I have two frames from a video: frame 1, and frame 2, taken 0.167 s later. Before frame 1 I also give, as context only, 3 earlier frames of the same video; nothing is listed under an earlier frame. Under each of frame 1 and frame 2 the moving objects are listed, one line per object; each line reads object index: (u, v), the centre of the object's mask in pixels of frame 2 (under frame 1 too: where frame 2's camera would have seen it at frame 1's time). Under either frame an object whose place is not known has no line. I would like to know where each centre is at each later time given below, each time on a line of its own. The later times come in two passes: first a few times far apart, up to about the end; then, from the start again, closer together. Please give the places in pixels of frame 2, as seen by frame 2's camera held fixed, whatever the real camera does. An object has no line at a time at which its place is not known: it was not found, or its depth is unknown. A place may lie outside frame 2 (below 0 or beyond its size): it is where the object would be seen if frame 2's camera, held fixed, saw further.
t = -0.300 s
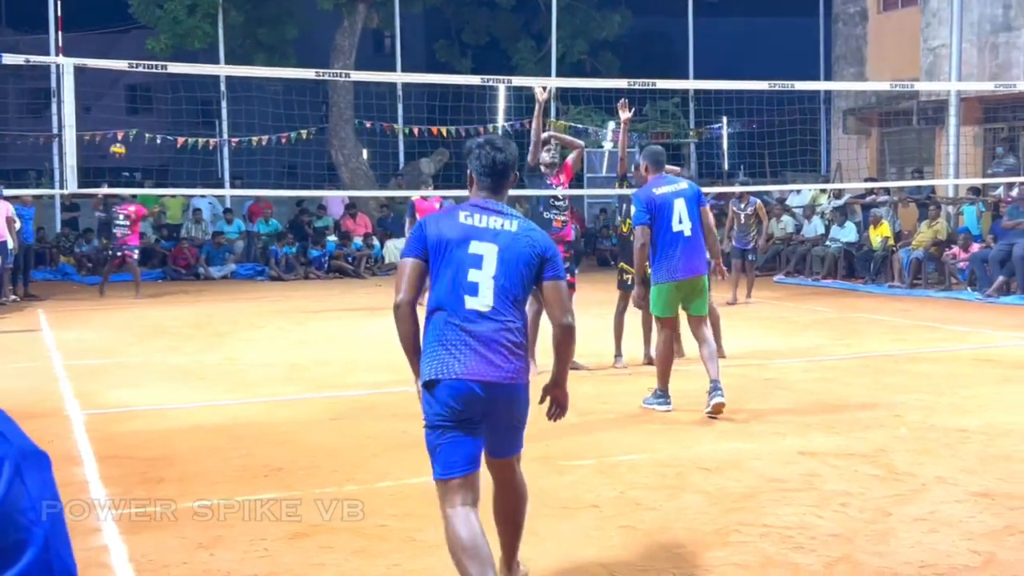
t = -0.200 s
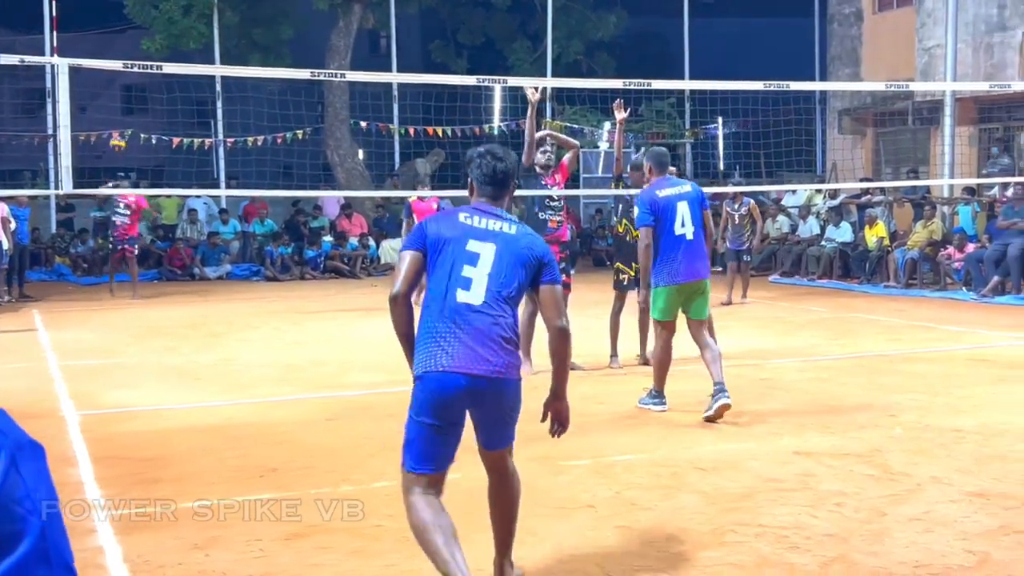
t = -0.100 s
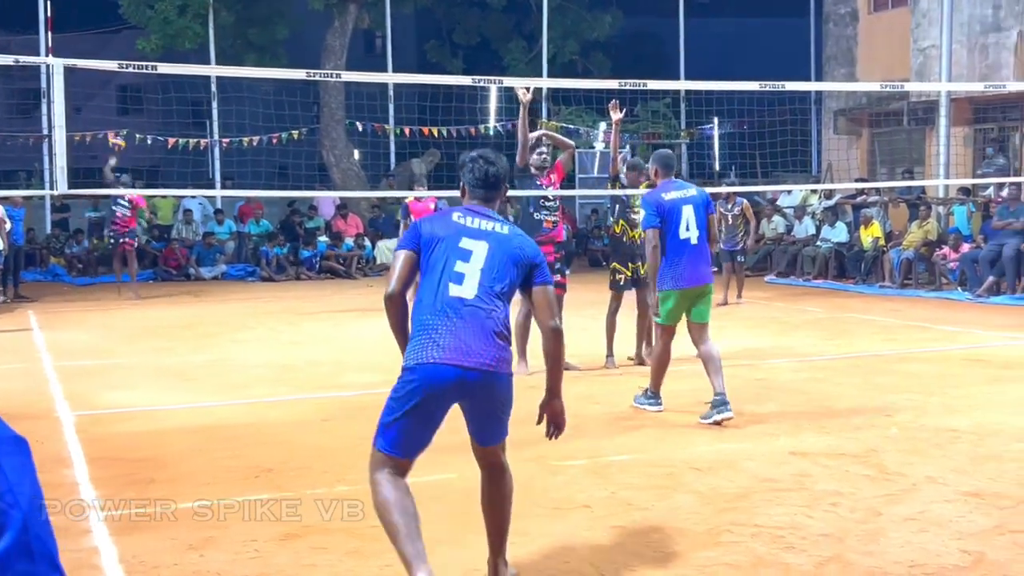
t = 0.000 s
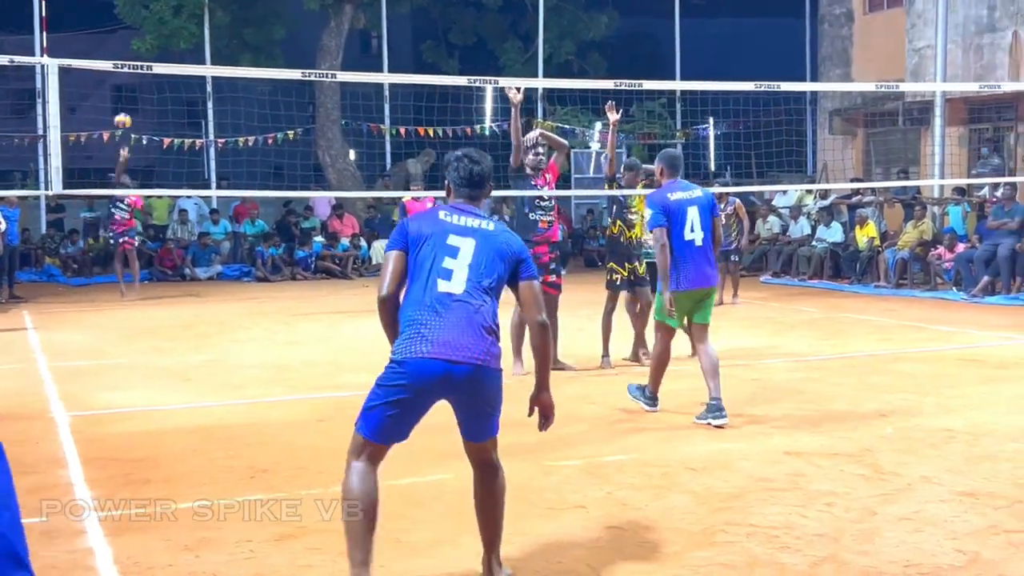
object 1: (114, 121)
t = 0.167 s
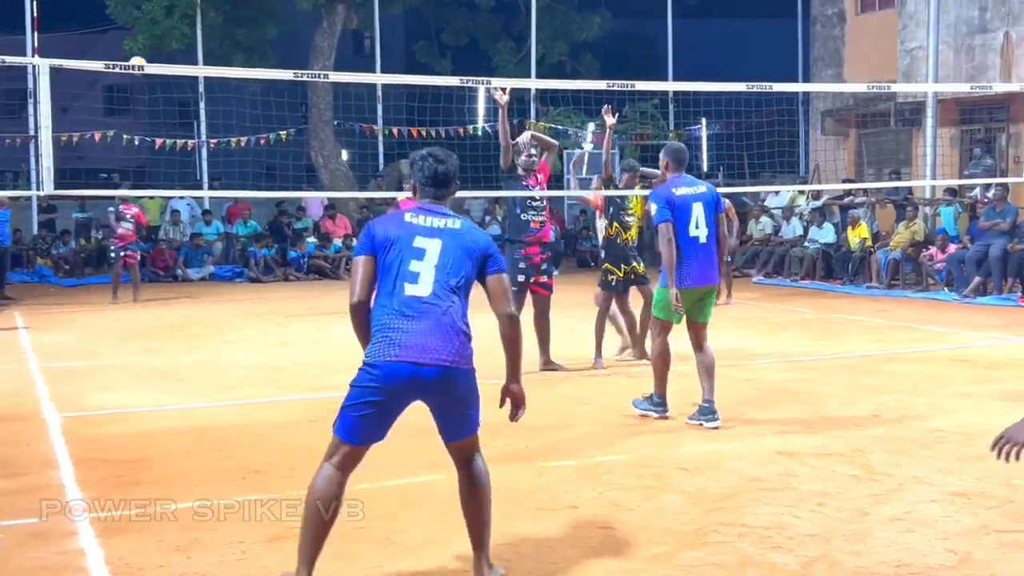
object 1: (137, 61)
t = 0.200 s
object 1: (142, 54)
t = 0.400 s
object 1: (176, 7)
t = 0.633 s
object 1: (230, 1)
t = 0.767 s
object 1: (270, 12)
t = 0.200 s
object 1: (142, 54)
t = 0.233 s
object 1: (147, 46)
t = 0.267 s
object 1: (153, 36)
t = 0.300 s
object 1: (158, 27)
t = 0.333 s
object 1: (164, 20)
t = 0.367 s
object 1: (170, 12)
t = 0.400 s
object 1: (176, 7)
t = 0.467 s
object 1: (189, 3)
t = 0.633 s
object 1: (230, 1)
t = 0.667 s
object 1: (240, 2)
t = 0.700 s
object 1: (249, 4)
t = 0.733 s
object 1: (260, 8)
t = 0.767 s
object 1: (270, 12)
